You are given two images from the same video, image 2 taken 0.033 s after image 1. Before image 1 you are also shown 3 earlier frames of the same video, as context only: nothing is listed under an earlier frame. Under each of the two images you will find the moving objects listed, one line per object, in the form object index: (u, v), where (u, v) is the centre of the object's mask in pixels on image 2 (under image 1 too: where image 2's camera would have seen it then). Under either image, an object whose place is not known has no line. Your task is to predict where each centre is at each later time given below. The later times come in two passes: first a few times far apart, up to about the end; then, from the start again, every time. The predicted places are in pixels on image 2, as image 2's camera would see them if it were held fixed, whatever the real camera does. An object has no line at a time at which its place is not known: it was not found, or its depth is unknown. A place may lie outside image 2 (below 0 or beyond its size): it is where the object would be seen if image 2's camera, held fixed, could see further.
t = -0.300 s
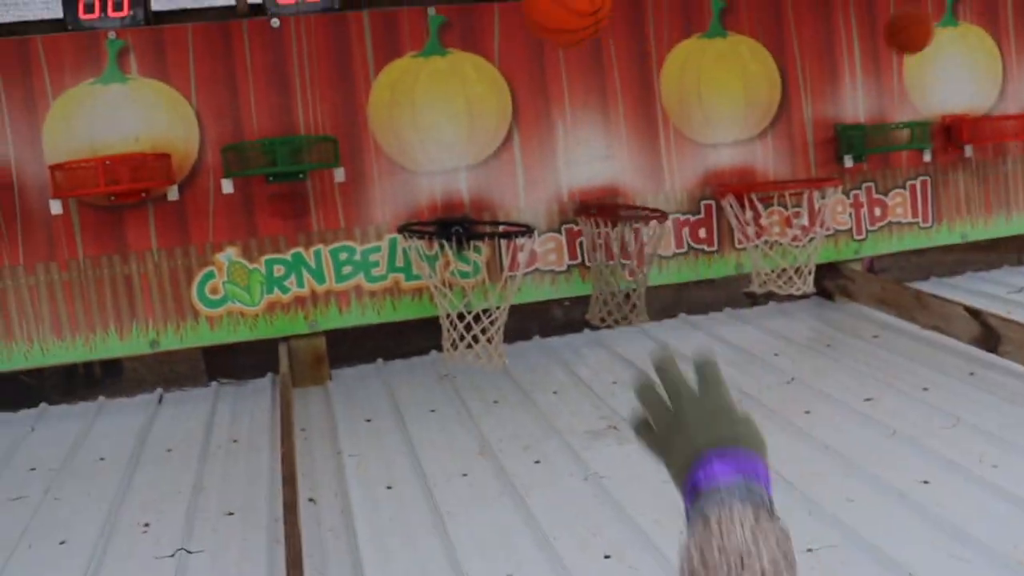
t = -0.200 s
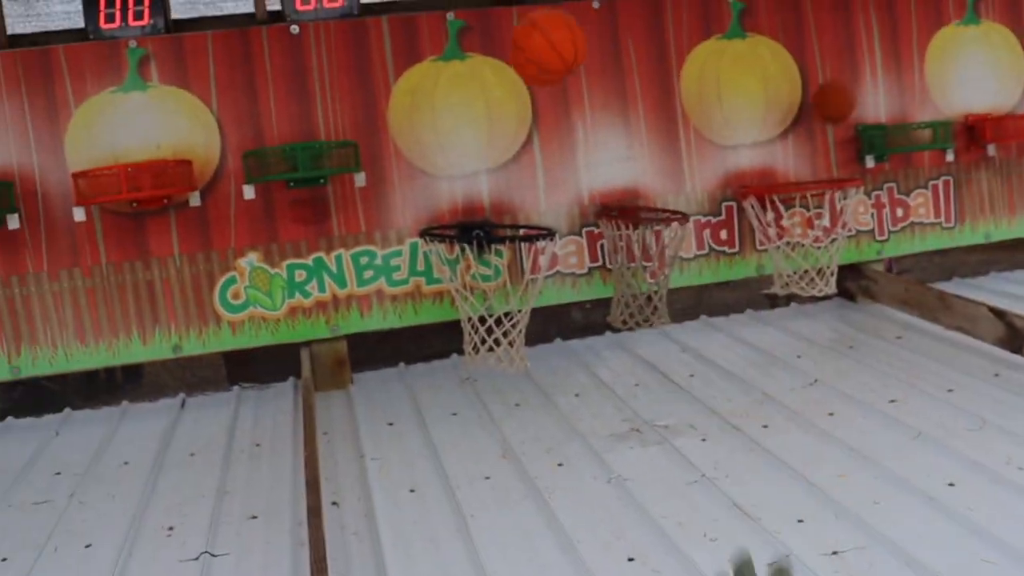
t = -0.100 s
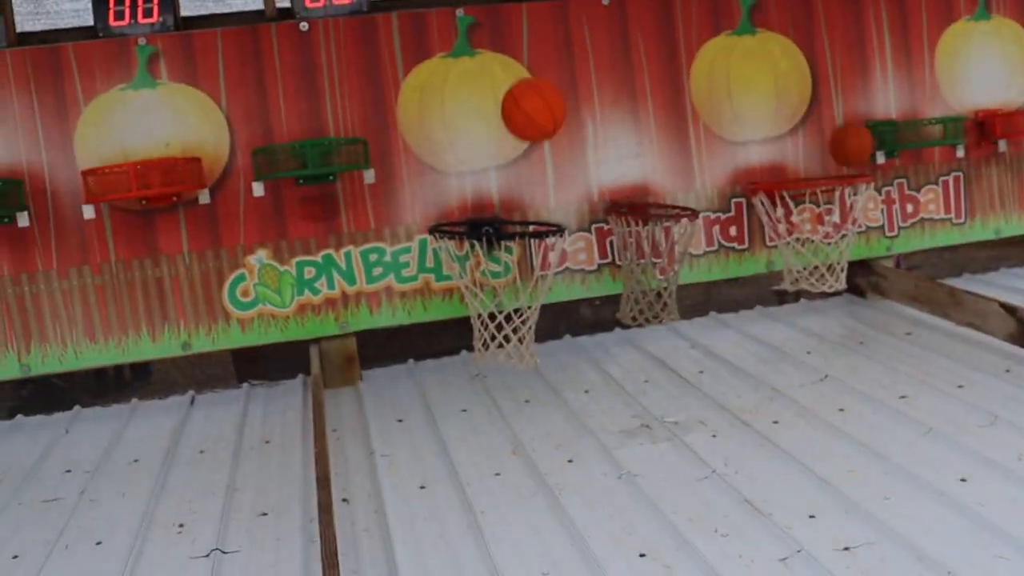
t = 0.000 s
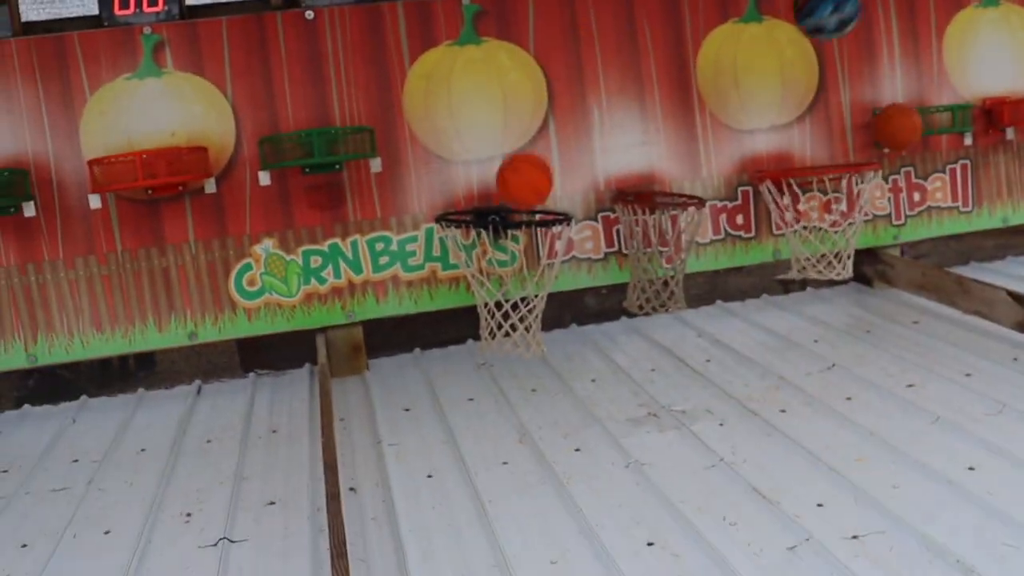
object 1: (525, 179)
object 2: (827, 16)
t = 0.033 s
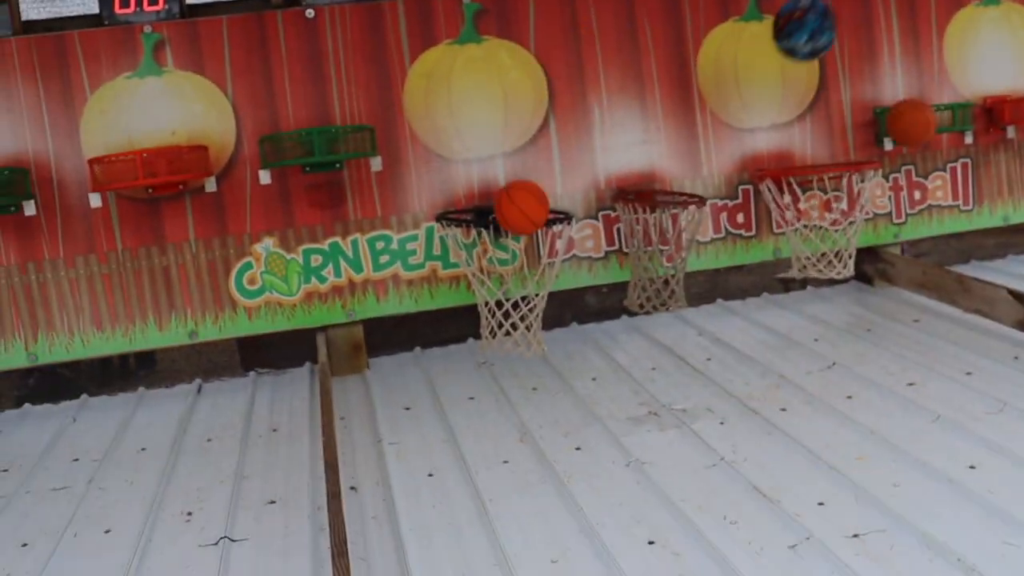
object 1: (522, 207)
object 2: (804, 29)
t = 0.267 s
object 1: (609, 167)
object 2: (820, 165)
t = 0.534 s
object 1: (840, 462)
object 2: (844, 210)
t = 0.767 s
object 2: (820, 285)
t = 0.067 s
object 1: (529, 196)
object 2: (783, 53)
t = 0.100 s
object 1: (539, 183)
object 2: (764, 79)
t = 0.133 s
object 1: (550, 173)
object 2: (753, 101)
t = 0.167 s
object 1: (562, 166)
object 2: (768, 112)
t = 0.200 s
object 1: (576, 163)
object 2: (784, 127)
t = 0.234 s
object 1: (591, 163)
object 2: (801, 144)
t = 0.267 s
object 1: (609, 167)
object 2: (820, 165)
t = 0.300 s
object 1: (628, 176)
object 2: (829, 176)
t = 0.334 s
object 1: (648, 191)
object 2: (835, 184)
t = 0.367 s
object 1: (673, 213)
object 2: (842, 194)
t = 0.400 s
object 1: (700, 244)
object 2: (849, 201)
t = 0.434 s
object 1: (730, 281)
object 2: (851, 208)
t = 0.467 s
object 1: (762, 328)
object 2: (850, 207)
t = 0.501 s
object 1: (799, 388)
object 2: (848, 208)
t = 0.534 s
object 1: (840, 462)
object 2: (844, 210)
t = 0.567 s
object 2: (841, 213)
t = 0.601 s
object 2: (837, 218)
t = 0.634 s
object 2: (833, 227)
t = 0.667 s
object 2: (830, 237)
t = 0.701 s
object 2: (826, 248)
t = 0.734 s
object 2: (822, 261)
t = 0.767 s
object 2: (820, 285)
